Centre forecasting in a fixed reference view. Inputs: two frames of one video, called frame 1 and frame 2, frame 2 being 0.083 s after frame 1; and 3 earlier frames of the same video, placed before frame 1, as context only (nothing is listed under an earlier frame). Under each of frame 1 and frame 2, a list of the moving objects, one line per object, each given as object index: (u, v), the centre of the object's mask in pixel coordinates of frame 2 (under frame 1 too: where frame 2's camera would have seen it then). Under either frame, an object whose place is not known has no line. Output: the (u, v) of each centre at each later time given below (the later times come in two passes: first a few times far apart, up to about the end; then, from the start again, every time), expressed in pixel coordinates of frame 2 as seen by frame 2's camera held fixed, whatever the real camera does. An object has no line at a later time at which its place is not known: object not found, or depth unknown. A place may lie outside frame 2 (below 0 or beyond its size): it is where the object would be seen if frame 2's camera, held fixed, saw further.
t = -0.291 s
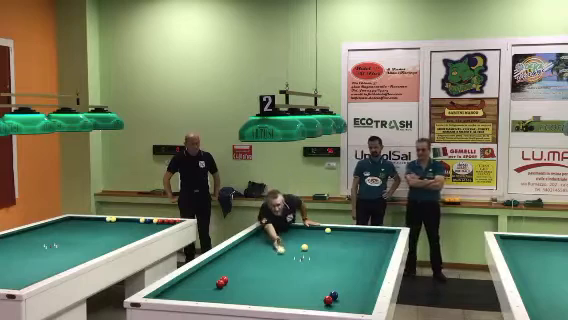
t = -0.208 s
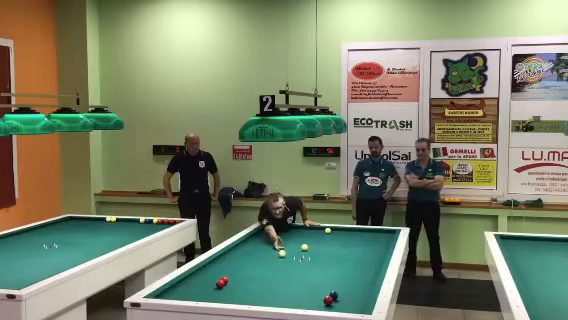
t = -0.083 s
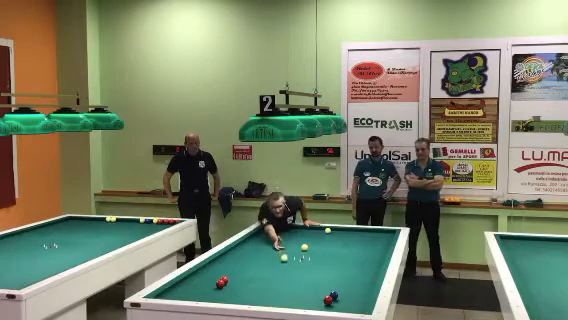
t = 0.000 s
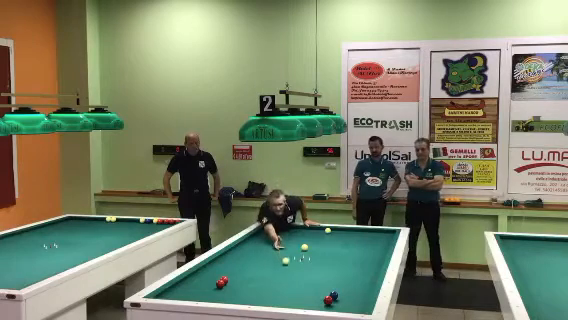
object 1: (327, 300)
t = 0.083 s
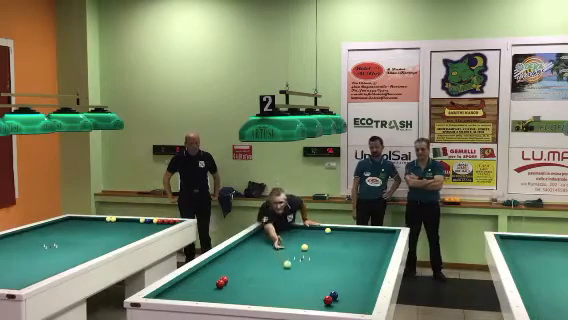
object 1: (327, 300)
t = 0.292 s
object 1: (327, 300)
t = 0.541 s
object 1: (327, 300)
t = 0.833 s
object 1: (327, 300)
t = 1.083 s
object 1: (327, 300)
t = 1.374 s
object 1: (347, 297)
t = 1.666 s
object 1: (365, 295)
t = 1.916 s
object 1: (361, 292)
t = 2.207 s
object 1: (354, 288)
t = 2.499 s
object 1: (347, 285)
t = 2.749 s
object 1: (343, 283)
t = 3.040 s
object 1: (337, 280)
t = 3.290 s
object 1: (333, 279)
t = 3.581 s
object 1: (329, 277)
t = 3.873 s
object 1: (324, 275)
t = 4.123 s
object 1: (321, 273)
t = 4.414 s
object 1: (317, 271)
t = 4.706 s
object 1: (314, 269)
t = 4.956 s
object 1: (311, 268)
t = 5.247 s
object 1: (309, 267)
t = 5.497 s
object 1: (307, 265)
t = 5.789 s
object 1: (304, 264)
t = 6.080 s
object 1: (302, 263)
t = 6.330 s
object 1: (300, 262)
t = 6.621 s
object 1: (299, 261)
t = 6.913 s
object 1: (297, 261)
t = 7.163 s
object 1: (296, 260)
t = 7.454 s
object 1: (294, 259)
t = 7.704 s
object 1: (294, 259)
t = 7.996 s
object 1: (293, 259)
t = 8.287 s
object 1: (292, 259)
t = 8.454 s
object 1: (292, 259)
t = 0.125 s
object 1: (327, 300)
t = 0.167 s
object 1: (327, 300)
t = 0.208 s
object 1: (327, 300)
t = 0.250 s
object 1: (327, 300)
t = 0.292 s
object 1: (327, 300)
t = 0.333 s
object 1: (327, 300)
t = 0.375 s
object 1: (327, 300)
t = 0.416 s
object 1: (327, 300)
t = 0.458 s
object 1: (327, 300)
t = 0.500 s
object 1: (327, 300)
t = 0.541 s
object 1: (327, 300)
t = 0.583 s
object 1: (327, 300)
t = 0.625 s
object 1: (327, 300)
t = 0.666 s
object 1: (327, 300)
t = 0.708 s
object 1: (327, 300)
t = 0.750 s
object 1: (327, 300)
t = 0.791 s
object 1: (327, 300)
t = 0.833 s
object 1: (327, 300)
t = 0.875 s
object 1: (327, 300)
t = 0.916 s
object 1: (327, 300)
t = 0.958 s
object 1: (327, 300)
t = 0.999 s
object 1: (327, 300)
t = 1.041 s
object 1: (327, 300)
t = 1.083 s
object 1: (327, 300)
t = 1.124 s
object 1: (329, 300)
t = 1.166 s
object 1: (332, 300)
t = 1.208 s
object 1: (336, 299)
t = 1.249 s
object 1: (340, 298)
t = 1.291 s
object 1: (342, 298)
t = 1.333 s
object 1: (345, 298)
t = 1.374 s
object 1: (347, 297)
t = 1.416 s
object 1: (350, 297)
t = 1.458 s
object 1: (353, 296)
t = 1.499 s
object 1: (355, 296)
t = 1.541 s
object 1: (358, 296)
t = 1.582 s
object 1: (361, 295)
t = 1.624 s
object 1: (363, 295)
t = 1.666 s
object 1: (365, 295)
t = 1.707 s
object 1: (366, 294)
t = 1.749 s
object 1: (364, 294)
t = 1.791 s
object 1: (364, 293)
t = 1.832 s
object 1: (363, 293)
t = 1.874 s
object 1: (362, 292)
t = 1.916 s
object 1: (361, 292)
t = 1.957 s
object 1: (360, 291)
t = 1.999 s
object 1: (359, 291)
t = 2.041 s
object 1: (358, 290)
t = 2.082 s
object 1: (357, 290)
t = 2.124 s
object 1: (356, 289)
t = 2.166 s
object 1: (355, 289)
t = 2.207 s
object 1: (354, 288)
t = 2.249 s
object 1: (353, 288)
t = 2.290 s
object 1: (352, 288)
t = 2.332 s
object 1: (351, 287)
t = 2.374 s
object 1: (350, 287)
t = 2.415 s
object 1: (349, 286)
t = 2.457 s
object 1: (349, 286)
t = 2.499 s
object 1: (347, 285)
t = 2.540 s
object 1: (347, 285)
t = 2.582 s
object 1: (346, 285)
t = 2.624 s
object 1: (345, 284)
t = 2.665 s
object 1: (345, 284)
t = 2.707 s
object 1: (344, 283)
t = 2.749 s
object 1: (343, 283)
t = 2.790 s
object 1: (342, 282)
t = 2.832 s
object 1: (341, 282)
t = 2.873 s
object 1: (340, 282)
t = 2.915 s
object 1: (340, 281)
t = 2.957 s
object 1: (339, 281)
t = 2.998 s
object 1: (338, 281)
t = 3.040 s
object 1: (337, 280)
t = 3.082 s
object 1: (337, 280)
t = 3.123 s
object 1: (336, 280)
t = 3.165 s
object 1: (335, 280)
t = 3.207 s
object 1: (335, 279)
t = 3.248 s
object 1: (334, 279)
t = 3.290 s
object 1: (333, 279)
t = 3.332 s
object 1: (332, 278)
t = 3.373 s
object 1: (332, 278)
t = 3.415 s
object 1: (331, 278)
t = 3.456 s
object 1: (331, 277)
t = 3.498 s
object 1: (330, 277)
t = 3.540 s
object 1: (329, 277)
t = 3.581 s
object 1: (329, 277)
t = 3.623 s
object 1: (328, 276)
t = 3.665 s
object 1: (327, 276)
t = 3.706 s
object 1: (327, 276)
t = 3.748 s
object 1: (326, 276)
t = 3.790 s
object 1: (325, 275)
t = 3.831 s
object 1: (325, 275)
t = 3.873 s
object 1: (324, 275)
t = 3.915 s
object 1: (324, 274)
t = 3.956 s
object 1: (323, 274)
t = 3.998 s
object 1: (323, 274)
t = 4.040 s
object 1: (322, 274)
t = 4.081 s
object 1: (322, 274)
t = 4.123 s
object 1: (321, 273)
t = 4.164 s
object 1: (321, 272)
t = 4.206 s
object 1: (320, 272)
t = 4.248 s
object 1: (319, 272)
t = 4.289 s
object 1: (319, 272)
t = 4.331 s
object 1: (318, 271)
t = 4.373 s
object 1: (318, 271)
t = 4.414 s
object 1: (317, 271)
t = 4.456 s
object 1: (317, 271)
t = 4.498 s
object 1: (316, 270)
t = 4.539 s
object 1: (316, 270)
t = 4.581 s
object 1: (316, 270)
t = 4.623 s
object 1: (315, 269)
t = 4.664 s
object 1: (314, 269)
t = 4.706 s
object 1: (314, 269)
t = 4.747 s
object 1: (313, 269)
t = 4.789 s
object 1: (313, 269)
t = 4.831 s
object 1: (312, 268)
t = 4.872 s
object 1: (312, 268)
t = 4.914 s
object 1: (312, 268)
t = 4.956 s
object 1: (311, 268)
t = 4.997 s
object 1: (311, 268)
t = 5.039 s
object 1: (311, 267)
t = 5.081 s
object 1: (310, 267)
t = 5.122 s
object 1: (310, 267)
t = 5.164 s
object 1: (310, 267)
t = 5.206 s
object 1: (309, 267)
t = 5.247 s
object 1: (309, 267)
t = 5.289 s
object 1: (308, 266)
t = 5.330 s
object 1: (308, 266)
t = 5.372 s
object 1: (307, 266)
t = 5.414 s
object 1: (307, 266)
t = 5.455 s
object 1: (307, 266)
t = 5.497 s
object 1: (307, 265)
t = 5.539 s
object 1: (307, 265)
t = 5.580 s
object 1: (306, 265)
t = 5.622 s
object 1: (306, 265)
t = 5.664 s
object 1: (305, 265)
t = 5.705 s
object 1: (305, 265)
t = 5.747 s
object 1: (304, 264)
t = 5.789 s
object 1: (304, 264)
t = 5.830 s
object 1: (304, 264)
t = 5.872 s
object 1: (303, 264)
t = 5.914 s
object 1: (303, 264)
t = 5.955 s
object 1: (303, 264)
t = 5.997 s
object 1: (303, 263)
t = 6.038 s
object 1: (303, 263)
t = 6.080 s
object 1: (302, 263)
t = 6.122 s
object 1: (302, 263)
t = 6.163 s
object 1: (301, 263)
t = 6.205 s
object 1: (301, 263)
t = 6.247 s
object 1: (301, 263)
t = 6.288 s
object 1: (300, 262)
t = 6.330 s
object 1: (300, 262)
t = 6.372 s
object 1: (300, 262)
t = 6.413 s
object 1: (300, 262)
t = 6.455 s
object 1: (299, 262)
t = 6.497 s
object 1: (299, 262)
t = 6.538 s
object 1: (299, 261)
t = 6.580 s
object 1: (299, 262)
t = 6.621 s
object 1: (299, 261)
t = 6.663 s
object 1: (299, 261)
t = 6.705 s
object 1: (298, 261)
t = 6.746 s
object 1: (298, 261)
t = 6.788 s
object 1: (298, 261)
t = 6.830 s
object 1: (298, 261)
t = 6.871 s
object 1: (297, 261)
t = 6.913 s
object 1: (297, 261)
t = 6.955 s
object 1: (297, 261)
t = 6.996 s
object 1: (297, 261)
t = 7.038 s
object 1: (296, 261)
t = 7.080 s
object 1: (296, 261)
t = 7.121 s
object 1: (296, 261)
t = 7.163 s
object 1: (296, 260)
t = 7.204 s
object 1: (296, 260)
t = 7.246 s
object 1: (296, 260)
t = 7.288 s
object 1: (295, 260)
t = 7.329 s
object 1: (295, 260)
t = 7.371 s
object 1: (294, 260)
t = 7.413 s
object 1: (294, 259)
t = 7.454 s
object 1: (294, 259)
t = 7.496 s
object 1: (294, 259)
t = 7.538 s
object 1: (294, 259)
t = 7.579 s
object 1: (294, 259)
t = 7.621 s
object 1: (294, 259)
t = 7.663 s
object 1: (294, 259)
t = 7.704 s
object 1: (294, 259)
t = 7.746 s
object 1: (294, 259)
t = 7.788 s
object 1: (293, 259)
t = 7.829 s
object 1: (293, 259)
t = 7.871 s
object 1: (293, 259)
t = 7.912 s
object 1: (293, 259)
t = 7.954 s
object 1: (293, 259)
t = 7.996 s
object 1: (293, 259)
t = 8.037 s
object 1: (293, 259)
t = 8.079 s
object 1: (293, 259)
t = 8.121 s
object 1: (293, 259)
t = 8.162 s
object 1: (292, 259)
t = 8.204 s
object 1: (292, 259)
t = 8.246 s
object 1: (292, 259)
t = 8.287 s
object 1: (292, 259)
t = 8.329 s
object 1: (292, 259)
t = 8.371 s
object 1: (292, 259)
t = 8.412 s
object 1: (292, 259)
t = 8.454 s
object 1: (292, 259)
